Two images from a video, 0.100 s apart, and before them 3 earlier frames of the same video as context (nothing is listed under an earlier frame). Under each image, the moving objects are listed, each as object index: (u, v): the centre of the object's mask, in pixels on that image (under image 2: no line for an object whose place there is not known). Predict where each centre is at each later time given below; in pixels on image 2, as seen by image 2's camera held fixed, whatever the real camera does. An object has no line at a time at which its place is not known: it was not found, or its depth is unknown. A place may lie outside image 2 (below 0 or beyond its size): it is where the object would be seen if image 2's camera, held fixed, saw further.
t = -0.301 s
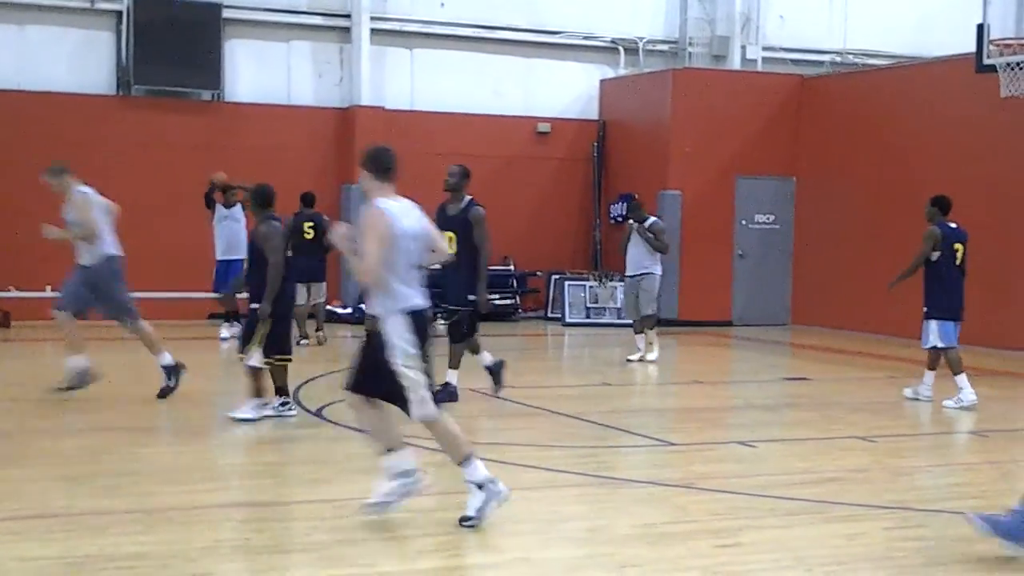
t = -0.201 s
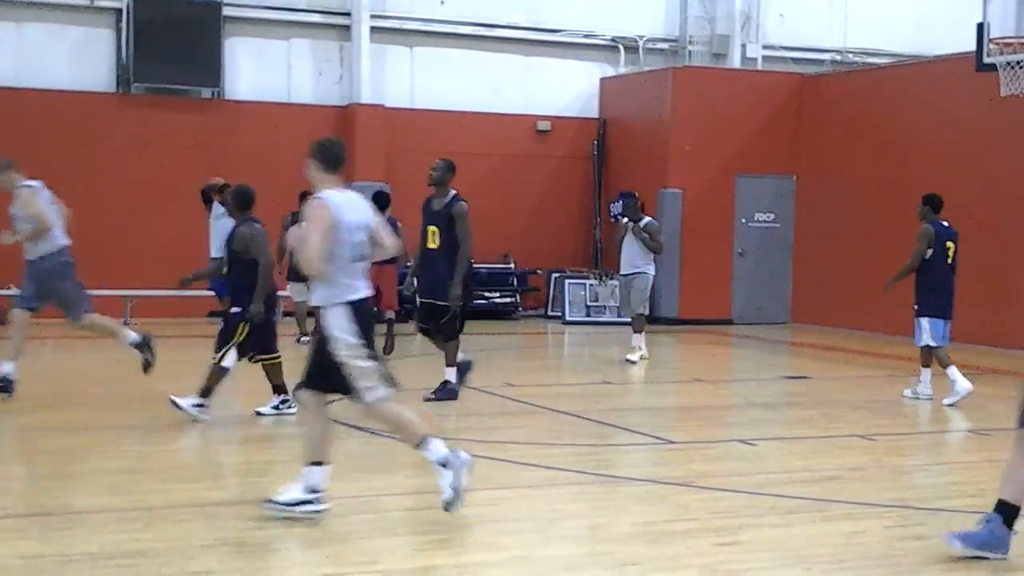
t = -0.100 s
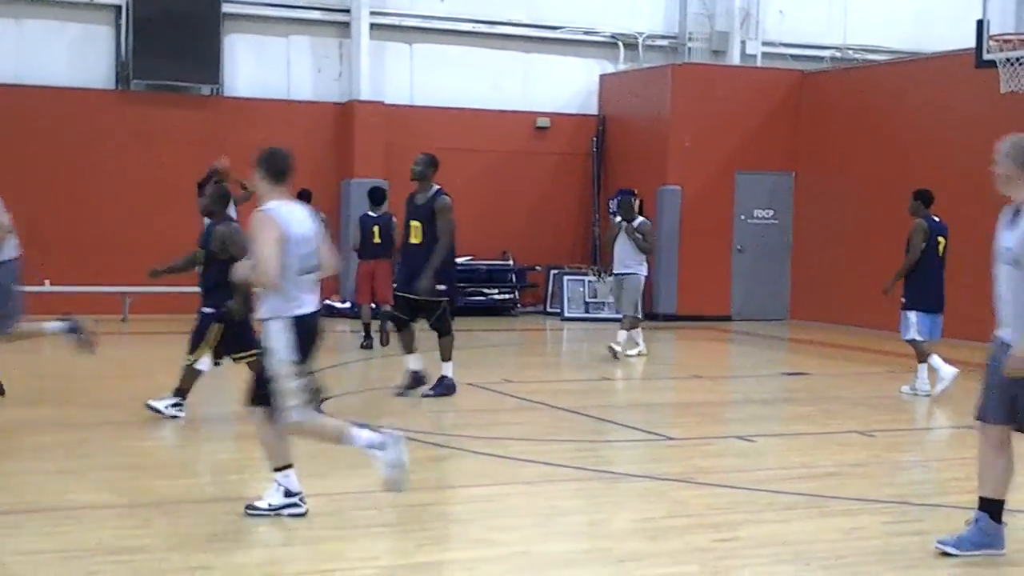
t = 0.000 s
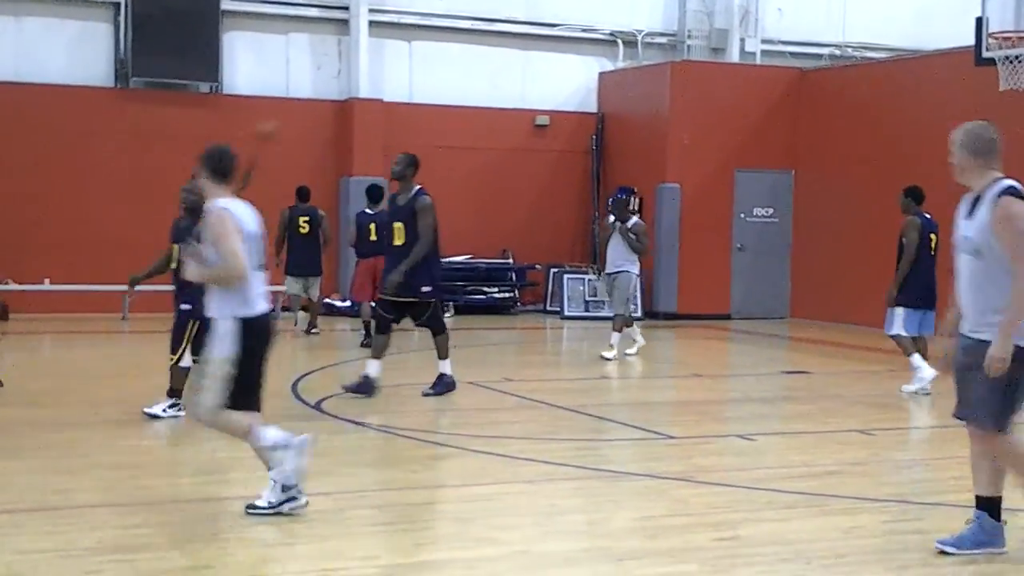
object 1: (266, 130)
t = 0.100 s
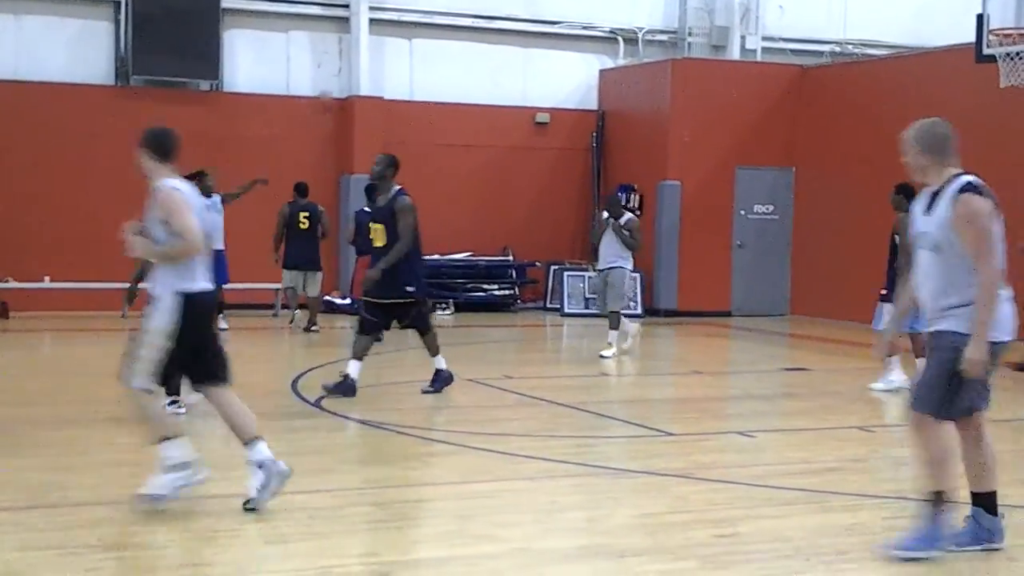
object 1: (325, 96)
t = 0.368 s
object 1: (484, 68)
